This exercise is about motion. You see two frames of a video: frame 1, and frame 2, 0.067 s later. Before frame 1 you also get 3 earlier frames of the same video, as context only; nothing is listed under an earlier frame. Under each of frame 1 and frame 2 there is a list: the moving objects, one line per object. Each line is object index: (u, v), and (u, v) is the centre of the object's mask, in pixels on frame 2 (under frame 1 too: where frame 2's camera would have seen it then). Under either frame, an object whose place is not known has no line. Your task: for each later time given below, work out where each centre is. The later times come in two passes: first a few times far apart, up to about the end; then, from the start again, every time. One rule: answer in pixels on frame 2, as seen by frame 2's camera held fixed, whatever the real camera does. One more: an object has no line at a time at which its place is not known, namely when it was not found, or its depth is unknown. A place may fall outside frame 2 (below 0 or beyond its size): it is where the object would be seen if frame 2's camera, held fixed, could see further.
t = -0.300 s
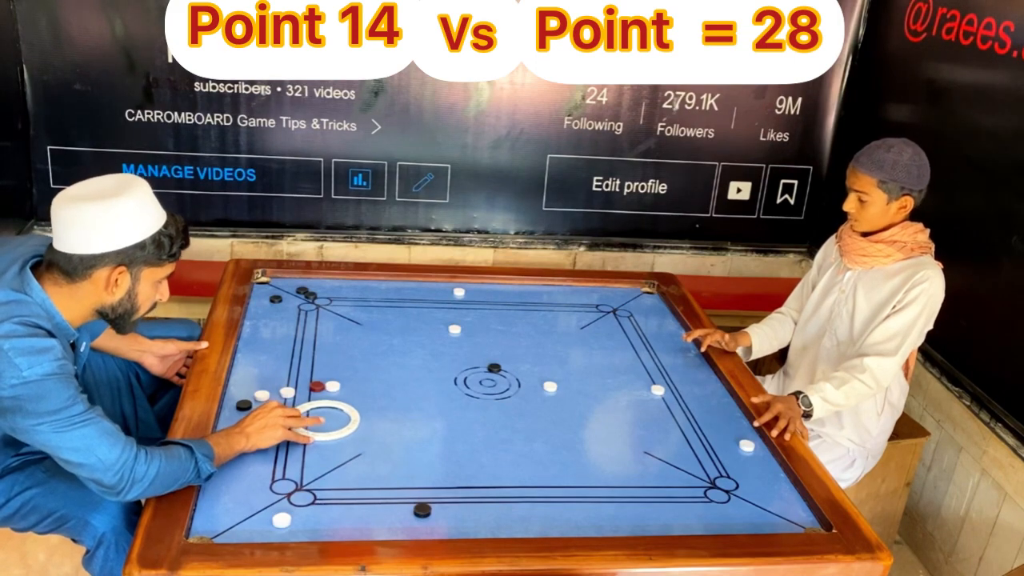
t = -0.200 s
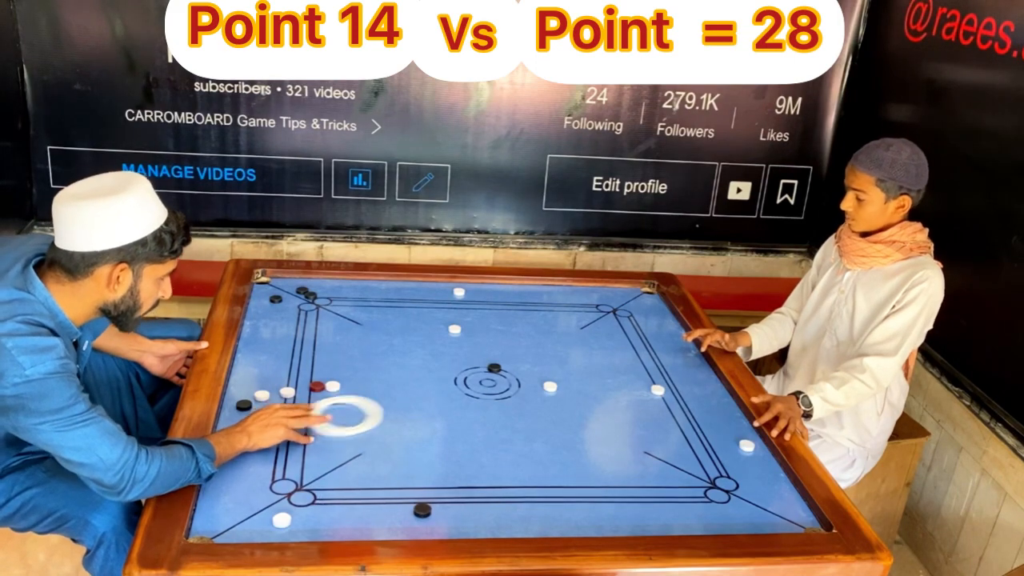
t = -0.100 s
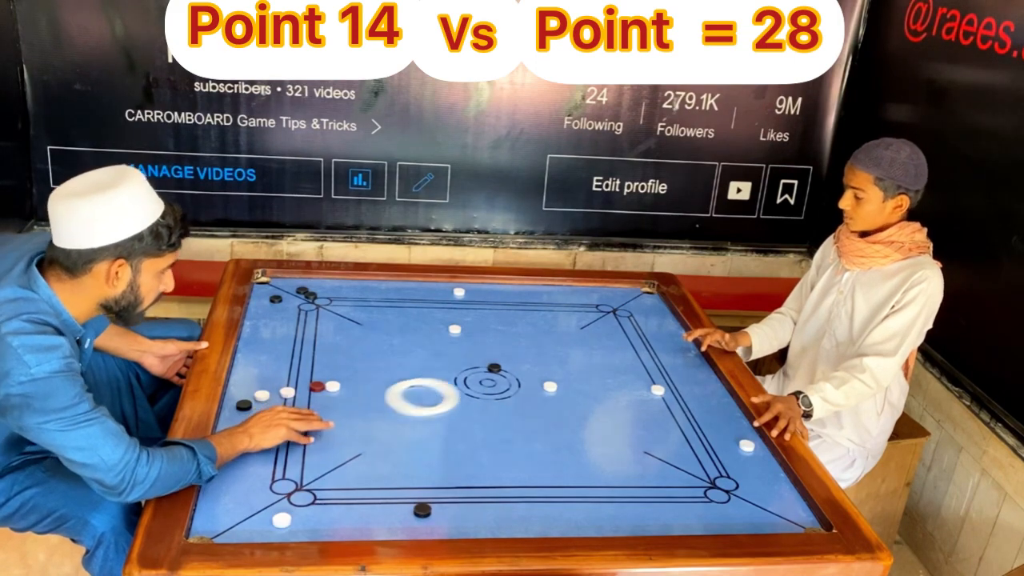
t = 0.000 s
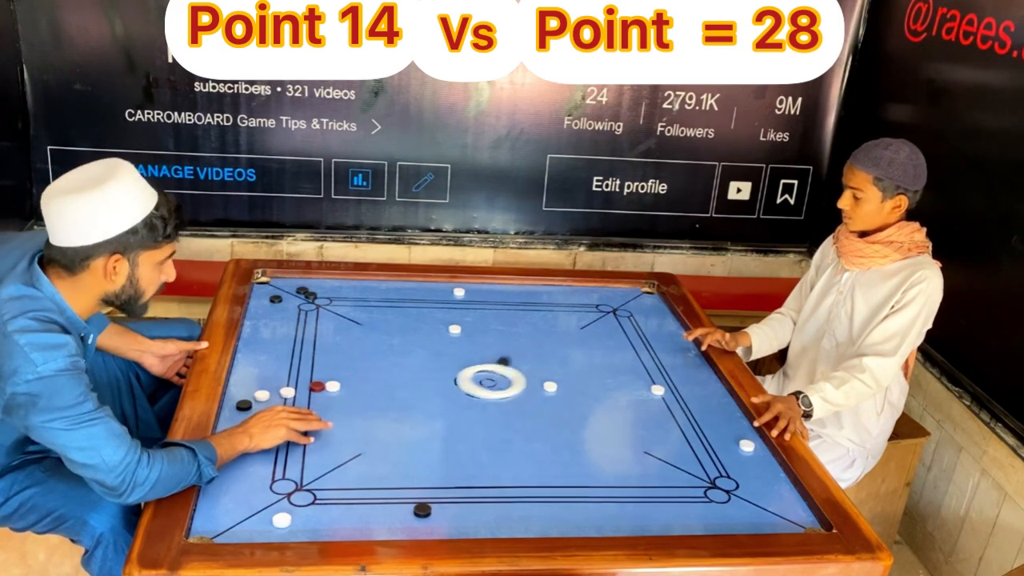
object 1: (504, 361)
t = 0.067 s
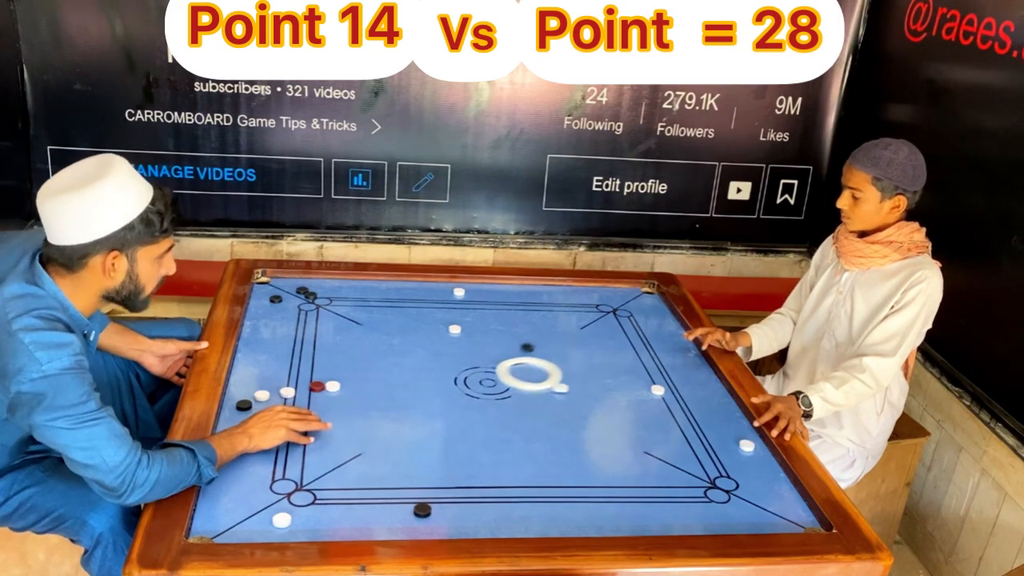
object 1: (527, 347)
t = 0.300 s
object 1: (597, 304)
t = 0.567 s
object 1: (651, 305)
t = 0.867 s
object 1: (602, 341)
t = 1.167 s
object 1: (545, 383)
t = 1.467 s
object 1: (478, 433)
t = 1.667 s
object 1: (426, 471)
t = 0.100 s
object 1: (538, 340)
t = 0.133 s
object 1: (549, 334)
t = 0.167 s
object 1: (559, 328)
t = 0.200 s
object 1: (569, 322)
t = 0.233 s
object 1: (579, 316)
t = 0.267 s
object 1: (588, 310)
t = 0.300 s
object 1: (597, 304)
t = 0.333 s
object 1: (605, 299)
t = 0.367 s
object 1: (613, 294)
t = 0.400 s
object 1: (621, 289)
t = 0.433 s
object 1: (631, 289)
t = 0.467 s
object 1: (643, 293)
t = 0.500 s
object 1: (654, 297)
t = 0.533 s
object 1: (656, 301)
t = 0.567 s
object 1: (651, 305)
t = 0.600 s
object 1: (646, 309)
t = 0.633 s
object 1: (640, 312)
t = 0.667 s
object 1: (635, 317)
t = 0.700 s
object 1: (630, 321)
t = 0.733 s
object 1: (624, 325)
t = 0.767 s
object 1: (619, 329)
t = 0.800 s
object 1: (613, 333)
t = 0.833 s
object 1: (608, 337)
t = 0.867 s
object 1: (602, 341)
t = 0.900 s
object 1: (596, 346)
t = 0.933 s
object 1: (590, 350)
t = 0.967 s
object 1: (584, 355)
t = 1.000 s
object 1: (578, 359)
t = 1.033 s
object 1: (571, 364)
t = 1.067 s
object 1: (565, 369)
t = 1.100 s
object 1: (558, 373)
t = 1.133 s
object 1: (552, 378)
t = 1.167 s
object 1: (545, 383)
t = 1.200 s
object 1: (538, 388)
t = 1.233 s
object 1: (531, 394)
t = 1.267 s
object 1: (524, 399)
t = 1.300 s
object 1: (516, 404)
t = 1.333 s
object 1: (509, 410)
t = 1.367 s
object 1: (501, 415)
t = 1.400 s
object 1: (494, 421)
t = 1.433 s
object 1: (486, 427)
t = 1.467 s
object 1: (478, 433)
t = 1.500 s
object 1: (470, 439)
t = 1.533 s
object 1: (461, 445)
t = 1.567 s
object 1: (453, 451)
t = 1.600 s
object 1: (444, 458)
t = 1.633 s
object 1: (435, 465)
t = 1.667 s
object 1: (426, 471)
